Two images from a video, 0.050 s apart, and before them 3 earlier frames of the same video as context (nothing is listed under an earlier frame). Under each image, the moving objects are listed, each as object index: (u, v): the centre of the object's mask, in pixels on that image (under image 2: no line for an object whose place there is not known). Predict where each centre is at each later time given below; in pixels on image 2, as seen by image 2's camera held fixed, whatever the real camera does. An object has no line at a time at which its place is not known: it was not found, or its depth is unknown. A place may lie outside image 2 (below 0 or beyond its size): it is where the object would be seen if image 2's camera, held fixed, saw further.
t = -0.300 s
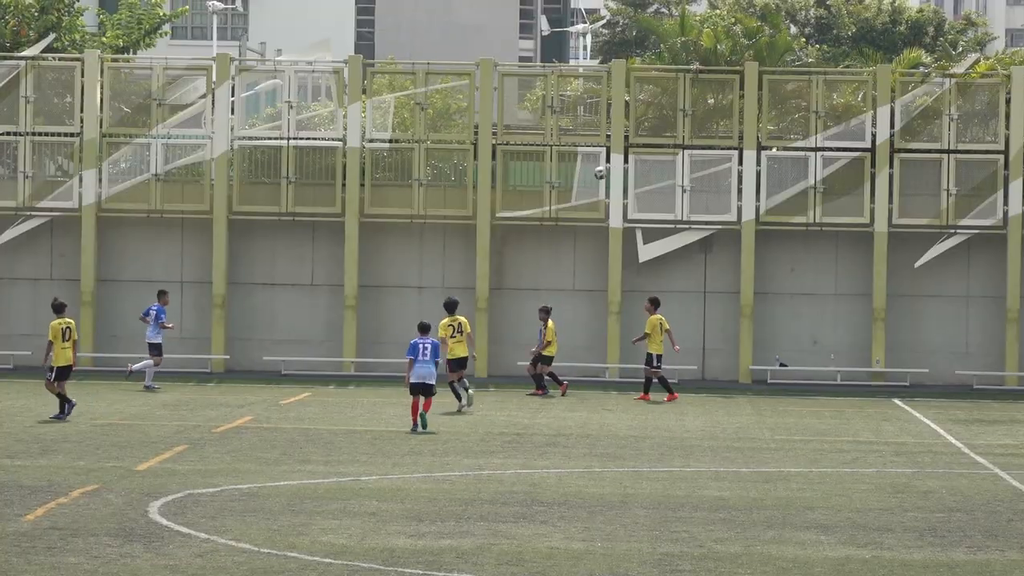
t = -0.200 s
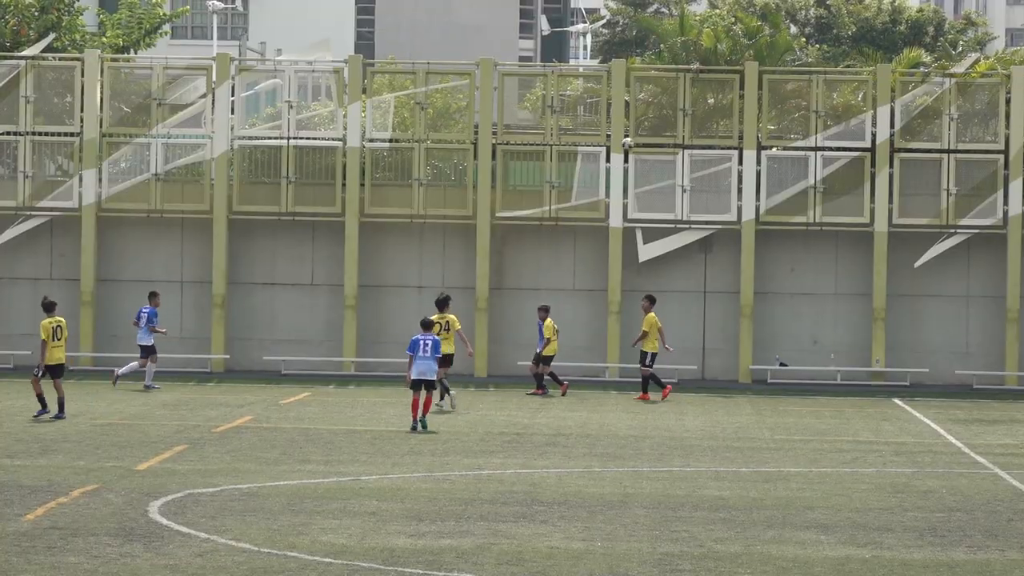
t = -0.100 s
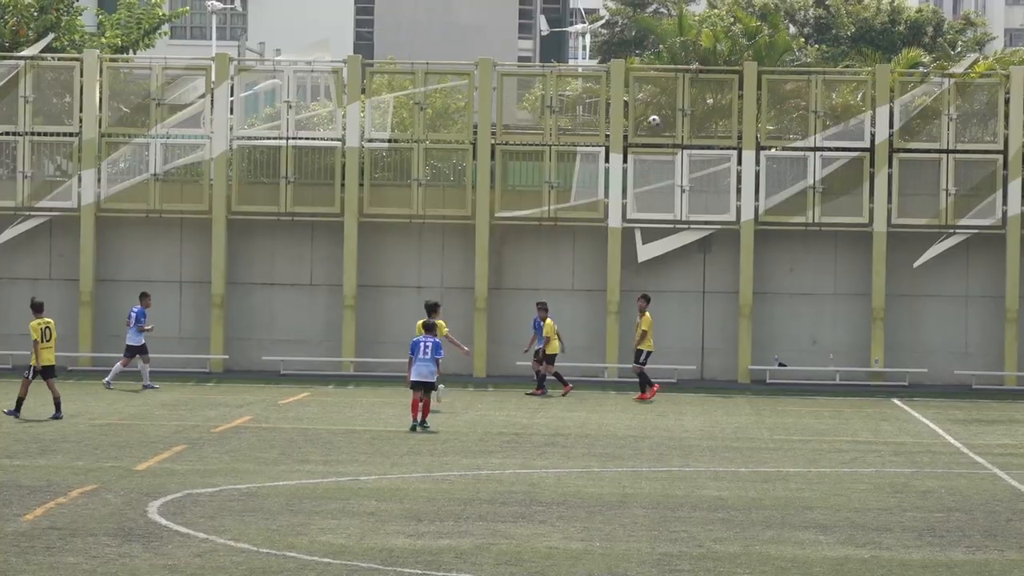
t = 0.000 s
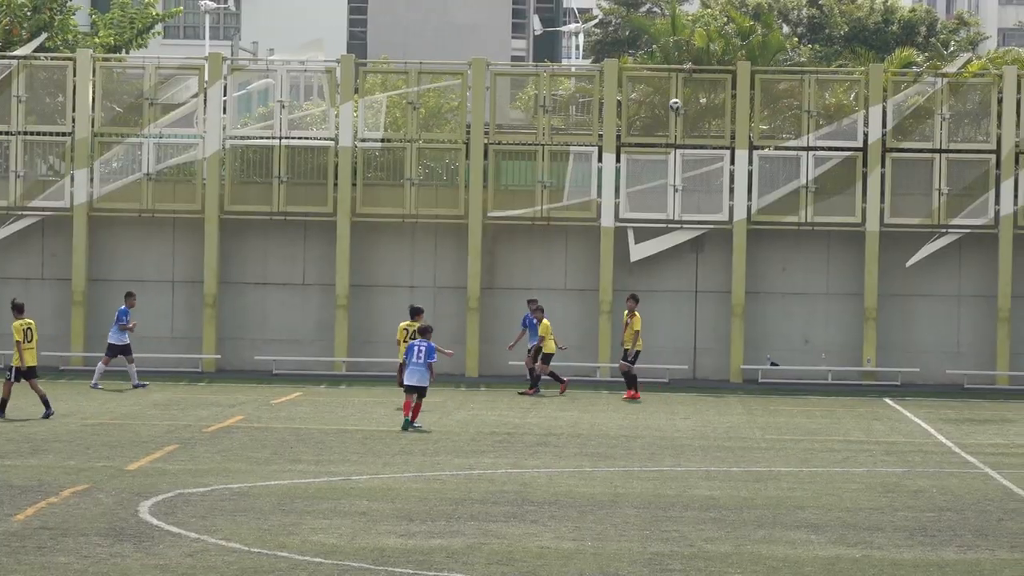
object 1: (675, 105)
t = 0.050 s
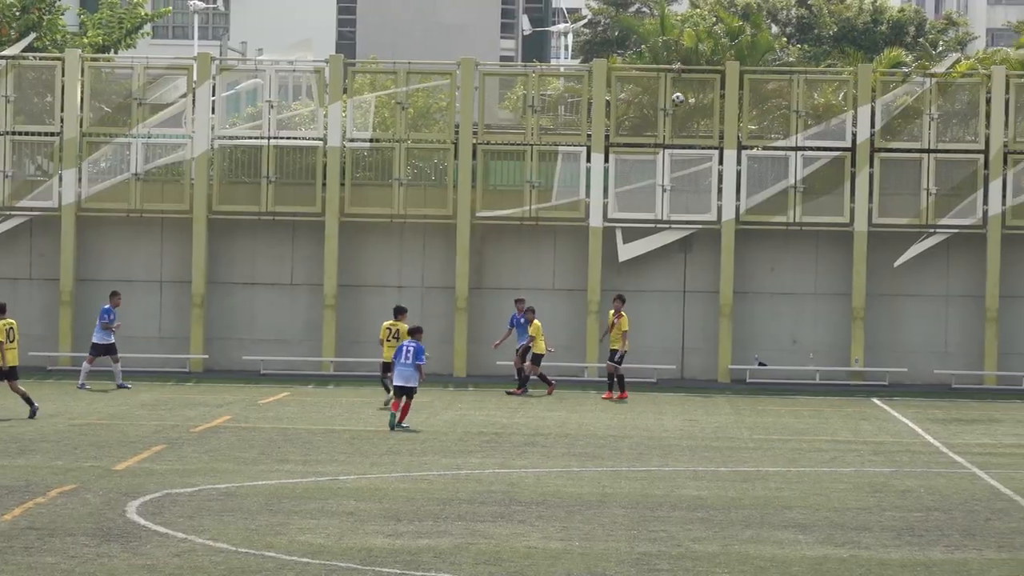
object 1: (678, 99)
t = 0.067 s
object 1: (681, 98)
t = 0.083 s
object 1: (684, 96)
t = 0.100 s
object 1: (687, 95)
